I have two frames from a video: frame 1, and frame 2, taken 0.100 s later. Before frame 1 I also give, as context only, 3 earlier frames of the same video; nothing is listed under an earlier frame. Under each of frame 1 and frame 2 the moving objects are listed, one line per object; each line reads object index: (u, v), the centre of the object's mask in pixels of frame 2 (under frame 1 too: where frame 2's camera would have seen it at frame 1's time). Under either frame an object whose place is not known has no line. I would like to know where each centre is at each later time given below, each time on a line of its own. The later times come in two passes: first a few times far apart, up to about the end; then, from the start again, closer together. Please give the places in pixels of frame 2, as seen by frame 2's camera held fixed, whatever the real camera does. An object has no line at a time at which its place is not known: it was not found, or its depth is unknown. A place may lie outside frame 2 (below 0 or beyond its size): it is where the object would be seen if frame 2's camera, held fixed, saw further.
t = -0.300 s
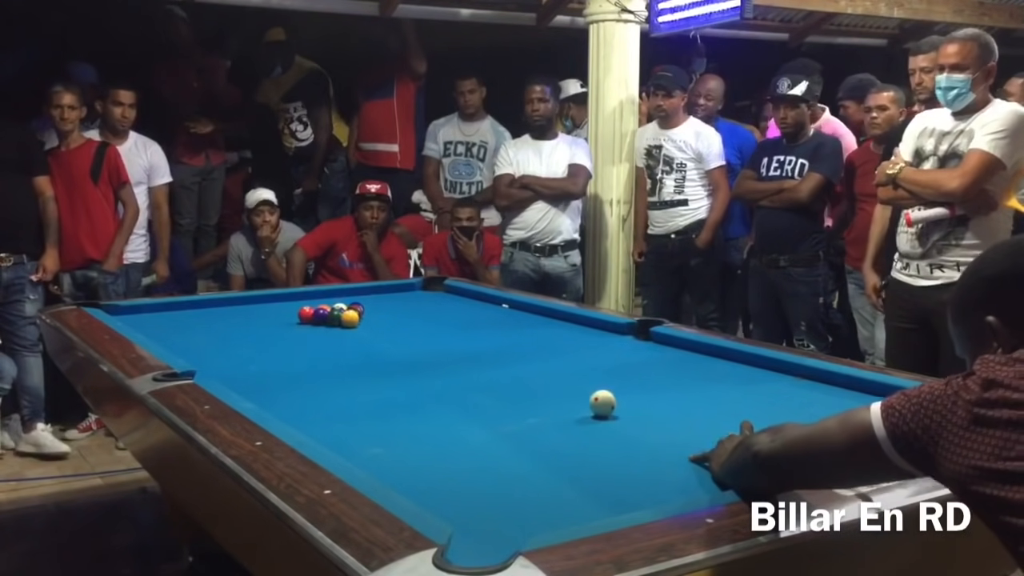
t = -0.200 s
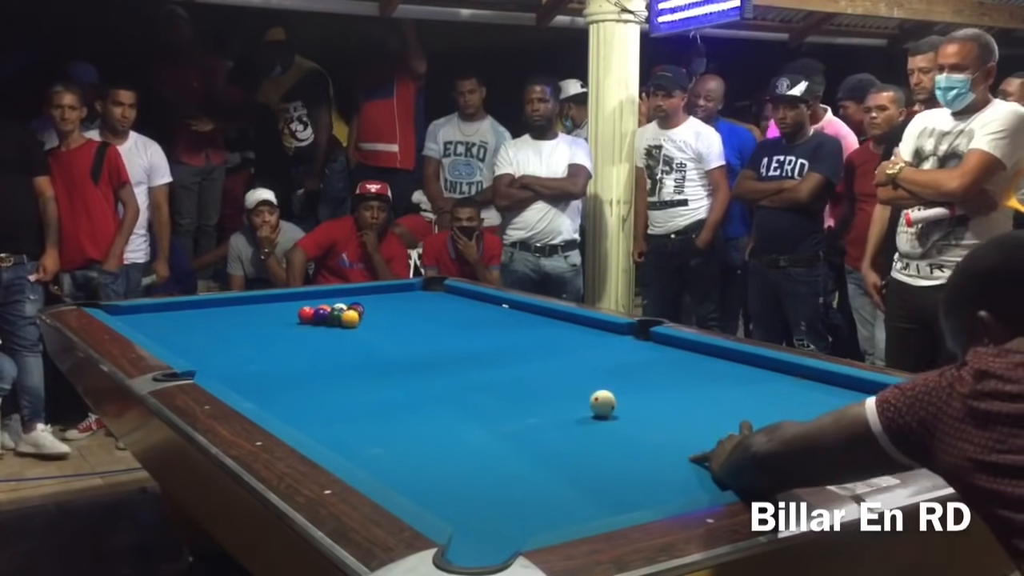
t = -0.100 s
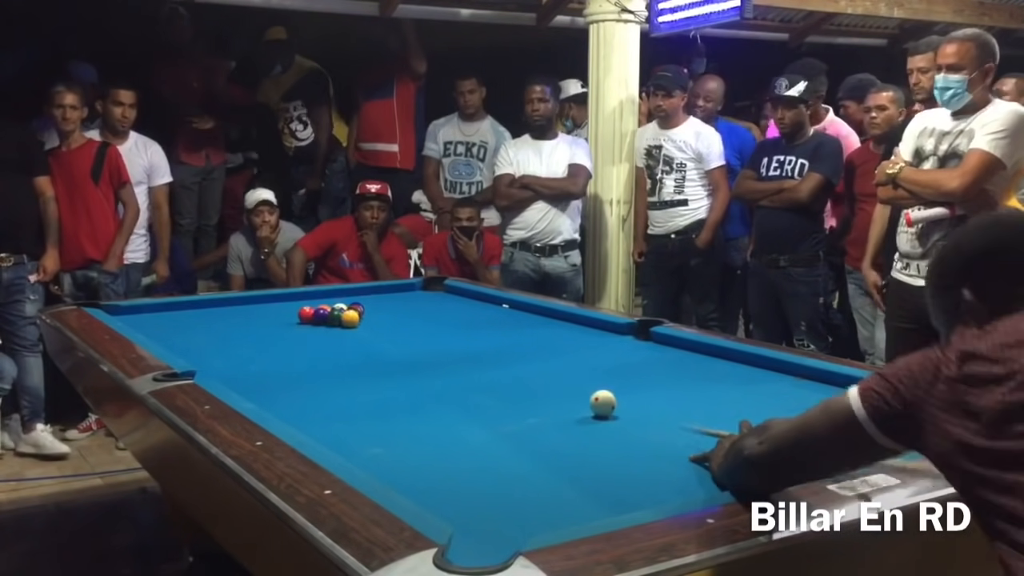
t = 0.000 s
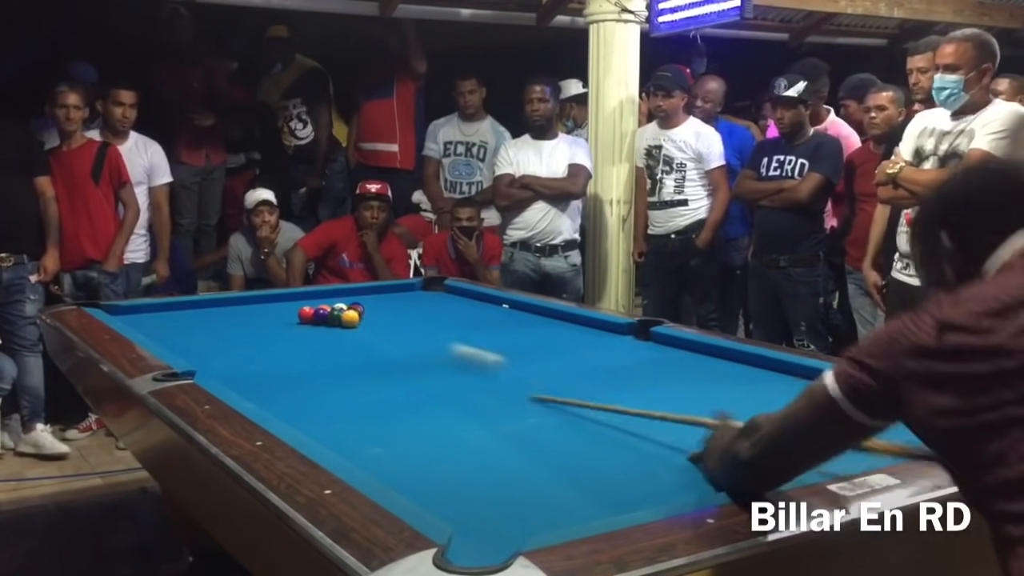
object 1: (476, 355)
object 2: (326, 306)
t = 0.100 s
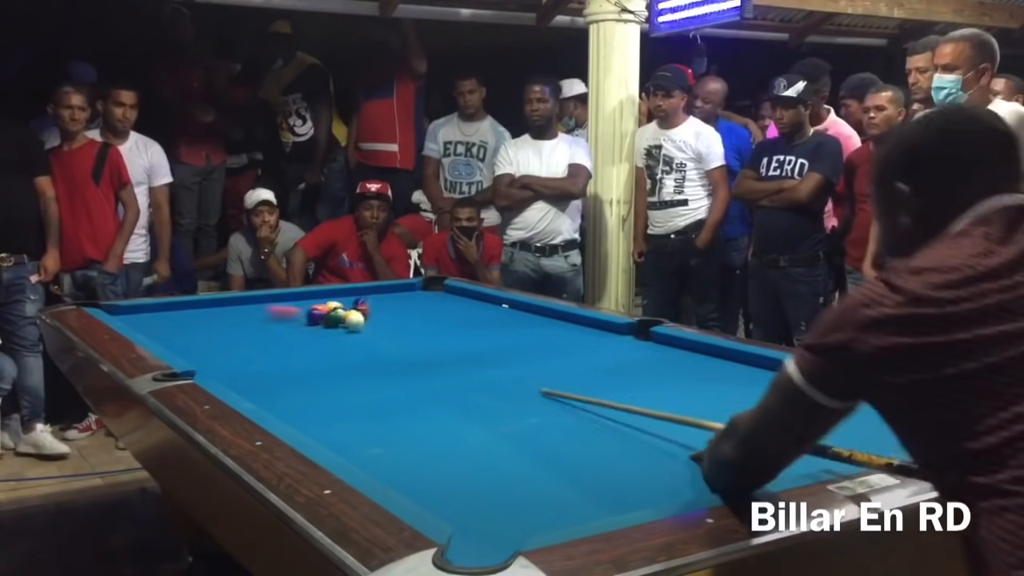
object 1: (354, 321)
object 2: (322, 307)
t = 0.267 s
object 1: (356, 335)
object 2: (294, 306)
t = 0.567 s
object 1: (365, 361)
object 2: (252, 303)
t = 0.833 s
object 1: (375, 389)
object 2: (234, 302)
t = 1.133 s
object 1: (388, 430)
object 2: (236, 307)
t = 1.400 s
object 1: (405, 477)
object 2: (240, 312)
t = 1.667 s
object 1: (476, 515)
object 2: (242, 317)
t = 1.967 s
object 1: (532, 518)
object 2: (245, 323)
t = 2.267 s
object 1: (525, 492)
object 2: (248, 328)
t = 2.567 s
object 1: (517, 469)
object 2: (251, 334)
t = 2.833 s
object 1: (512, 452)
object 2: (254, 337)
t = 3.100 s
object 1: (507, 438)
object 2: (257, 342)
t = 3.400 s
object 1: (502, 425)
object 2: (260, 346)
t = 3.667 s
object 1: (497, 415)
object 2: (263, 349)
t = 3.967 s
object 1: (493, 406)
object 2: (265, 352)
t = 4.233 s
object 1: (490, 399)
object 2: (267, 354)
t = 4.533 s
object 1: (487, 392)
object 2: (268, 356)
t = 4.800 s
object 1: (485, 387)
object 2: (269, 357)
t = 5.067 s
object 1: (482, 383)
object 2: (270, 358)
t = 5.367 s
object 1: (479, 379)
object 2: (270, 358)
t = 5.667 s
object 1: (477, 376)
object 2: (270, 358)
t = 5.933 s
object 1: (475, 374)
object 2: (270, 358)
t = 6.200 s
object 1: (473, 373)
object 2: (270, 358)
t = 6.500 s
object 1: (471, 373)
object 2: (270, 358)
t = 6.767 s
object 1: (470, 373)
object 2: (270, 358)
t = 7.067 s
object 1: (469, 372)
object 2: (270, 358)
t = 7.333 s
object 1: (469, 372)
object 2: (270, 358)
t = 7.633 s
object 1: (469, 372)
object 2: (270, 358)
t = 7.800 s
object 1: (464, 372)
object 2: (270, 358)
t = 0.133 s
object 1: (354, 325)
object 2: (315, 307)
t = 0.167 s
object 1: (354, 328)
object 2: (310, 307)
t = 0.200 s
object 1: (355, 330)
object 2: (304, 307)
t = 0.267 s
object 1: (356, 335)
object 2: (294, 306)
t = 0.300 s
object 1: (357, 338)
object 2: (289, 306)
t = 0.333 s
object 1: (358, 341)
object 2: (284, 306)
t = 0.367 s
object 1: (359, 343)
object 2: (279, 306)
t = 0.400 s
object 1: (360, 346)
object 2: (274, 305)
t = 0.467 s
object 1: (361, 352)
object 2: (265, 304)
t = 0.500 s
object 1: (363, 355)
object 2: (260, 304)
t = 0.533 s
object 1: (364, 358)
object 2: (256, 303)
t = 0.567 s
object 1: (365, 361)
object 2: (252, 303)
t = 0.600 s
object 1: (366, 364)
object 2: (247, 302)
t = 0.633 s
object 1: (367, 367)
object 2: (243, 302)
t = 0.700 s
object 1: (370, 374)
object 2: (235, 300)
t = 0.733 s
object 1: (371, 378)
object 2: (234, 300)
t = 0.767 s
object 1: (372, 381)
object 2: (233, 300)
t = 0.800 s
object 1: (373, 385)
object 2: (233, 301)
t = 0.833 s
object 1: (375, 389)
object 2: (234, 302)
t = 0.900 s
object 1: (377, 397)
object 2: (234, 303)
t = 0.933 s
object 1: (379, 401)
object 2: (235, 303)
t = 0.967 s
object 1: (380, 406)
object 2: (235, 304)
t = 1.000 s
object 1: (382, 410)
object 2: (235, 305)
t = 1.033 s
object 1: (383, 415)
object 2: (235, 305)
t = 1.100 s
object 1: (387, 425)
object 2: (236, 307)
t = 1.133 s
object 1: (388, 430)
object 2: (236, 307)
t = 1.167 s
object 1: (390, 435)
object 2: (237, 308)
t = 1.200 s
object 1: (392, 441)
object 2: (237, 309)
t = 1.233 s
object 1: (394, 446)
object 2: (238, 309)
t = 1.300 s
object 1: (399, 457)
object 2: (238, 310)
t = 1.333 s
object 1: (401, 465)
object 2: (239, 311)
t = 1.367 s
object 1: (403, 471)
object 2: (239, 312)
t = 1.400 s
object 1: (405, 477)
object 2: (240, 312)
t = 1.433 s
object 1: (408, 483)
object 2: (240, 312)
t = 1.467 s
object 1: (412, 488)
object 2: (240, 313)
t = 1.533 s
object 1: (430, 498)
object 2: (241, 315)
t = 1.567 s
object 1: (441, 502)
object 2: (241, 315)
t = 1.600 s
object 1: (453, 507)
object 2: (241, 316)
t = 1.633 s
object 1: (464, 512)
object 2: (242, 317)
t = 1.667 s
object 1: (476, 515)
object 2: (242, 317)
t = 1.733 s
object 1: (502, 523)
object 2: (243, 318)
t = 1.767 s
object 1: (514, 526)
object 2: (243, 319)
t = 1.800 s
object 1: (526, 528)
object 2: (243, 320)
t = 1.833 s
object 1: (534, 527)
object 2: (244, 320)
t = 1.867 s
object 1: (534, 526)
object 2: (244, 321)
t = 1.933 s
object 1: (533, 521)
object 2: (245, 322)
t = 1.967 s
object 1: (532, 518)
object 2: (245, 323)
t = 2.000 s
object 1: (532, 516)
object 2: (245, 323)
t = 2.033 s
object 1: (531, 513)
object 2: (246, 324)
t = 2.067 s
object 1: (530, 510)
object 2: (246, 325)
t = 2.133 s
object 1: (528, 503)
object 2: (246, 326)
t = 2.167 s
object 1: (527, 500)
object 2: (247, 326)
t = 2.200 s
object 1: (526, 497)
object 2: (247, 327)
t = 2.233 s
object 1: (526, 494)
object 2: (248, 328)
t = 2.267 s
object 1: (525, 492)
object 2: (248, 328)
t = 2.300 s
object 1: (524, 489)
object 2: (248, 329)
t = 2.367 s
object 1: (522, 483)
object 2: (249, 330)
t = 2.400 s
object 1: (521, 481)
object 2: (250, 330)
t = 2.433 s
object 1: (521, 479)
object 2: (250, 331)
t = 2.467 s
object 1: (520, 476)
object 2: (250, 332)
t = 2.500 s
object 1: (519, 474)
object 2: (250, 332)
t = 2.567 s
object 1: (517, 469)
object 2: (251, 334)
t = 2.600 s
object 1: (516, 467)
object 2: (252, 334)
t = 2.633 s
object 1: (516, 464)
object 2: (252, 335)
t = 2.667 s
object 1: (515, 463)
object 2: (253, 335)
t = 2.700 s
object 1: (515, 460)
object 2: (253, 336)
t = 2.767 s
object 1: (513, 456)
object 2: (254, 336)
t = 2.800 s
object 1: (513, 454)
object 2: (254, 337)
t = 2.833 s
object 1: (512, 452)
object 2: (254, 337)
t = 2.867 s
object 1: (511, 451)
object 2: (255, 338)
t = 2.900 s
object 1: (511, 449)
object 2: (255, 339)
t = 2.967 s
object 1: (509, 445)
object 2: (256, 340)
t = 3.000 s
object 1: (509, 444)
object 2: (256, 340)
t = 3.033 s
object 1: (508, 442)
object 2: (257, 341)
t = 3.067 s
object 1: (508, 440)
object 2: (257, 341)
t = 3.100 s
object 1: (507, 438)
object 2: (257, 342)
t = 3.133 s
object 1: (506, 436)
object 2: (258, 342)
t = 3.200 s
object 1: (505, 434)
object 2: (258, 343)
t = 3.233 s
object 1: (505, 432)
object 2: (259, 343)
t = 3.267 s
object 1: (504, 431)
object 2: (259, 344)
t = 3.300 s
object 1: (503, 429)
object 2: (259, 344)
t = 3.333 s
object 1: (503, 428)
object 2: (260, 345)
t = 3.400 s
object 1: (502, 425)
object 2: (260, 346)
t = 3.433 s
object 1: (501, 424)
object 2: (260, 346)
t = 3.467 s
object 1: (501, 423)
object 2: (261, 347)
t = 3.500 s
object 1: (500, 421)
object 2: (261, 347)
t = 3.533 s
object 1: (499, 420)
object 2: (261, 347)
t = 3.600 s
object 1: (498, 418)
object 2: (262, 348)
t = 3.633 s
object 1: (498, 417)
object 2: (262, 349)
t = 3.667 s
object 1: (497, 415)
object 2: (263, 349)
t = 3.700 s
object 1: (497, 414)
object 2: (263, 349)
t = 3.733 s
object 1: (497, 413)
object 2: (263, 350)
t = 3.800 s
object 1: (495, 411)
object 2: (264, 350)
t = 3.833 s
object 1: (495, 410)
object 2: (264, 351)
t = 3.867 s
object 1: (494, 409)
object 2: (264, 351)
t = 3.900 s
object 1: (494, 408)
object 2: (264, 352)
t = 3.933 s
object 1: (494, 407)
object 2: (265, 352)
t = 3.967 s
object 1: (493, 406)
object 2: (265, 352)
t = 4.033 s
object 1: (493, 404)
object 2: (265, 352)
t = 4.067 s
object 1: (492, 404)
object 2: (266, 353)
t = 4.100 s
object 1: (492, 403)
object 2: (266, 353)
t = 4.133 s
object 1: (491, 401)
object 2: (266, 353)
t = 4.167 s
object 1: (491, 401)
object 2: (266, 354)
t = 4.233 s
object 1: (490, 399)
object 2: (267, 354)
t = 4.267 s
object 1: (490, 399)
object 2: (267, 354)
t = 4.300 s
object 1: (489, 397)
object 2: (267, 355)
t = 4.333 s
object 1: (489, 396)
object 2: (267, 355)
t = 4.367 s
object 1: (489, 396)
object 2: (267, 355)
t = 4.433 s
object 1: (488, 394)
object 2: (268, 355)
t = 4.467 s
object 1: (488, 393)
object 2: (268, 355)
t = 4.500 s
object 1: (488, 393)
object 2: (268, 356)
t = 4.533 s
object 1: (487, 392)
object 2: (268, 356)
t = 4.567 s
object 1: (487, 391)
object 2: (268, 356)
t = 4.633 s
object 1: (486, 390)
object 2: (269, 357)
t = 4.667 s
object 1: (486, 389)
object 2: (269, 357)
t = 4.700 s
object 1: (486, 389)
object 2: (269, 357)
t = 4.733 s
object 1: (485, 388)
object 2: (269, 357)
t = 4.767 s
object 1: (485, 388)
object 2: (269, 357)
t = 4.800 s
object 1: (485, 387)
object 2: (269, 357)
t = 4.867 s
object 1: (484, 386)
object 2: (269, 357)
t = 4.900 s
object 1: (484, 385)
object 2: (269, 357)
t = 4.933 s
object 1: (483, 384)
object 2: (269, 358)
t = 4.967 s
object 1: (483, 384)
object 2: (269, 358)
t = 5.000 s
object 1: (483, 384)
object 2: (270, 357)
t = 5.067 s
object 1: (482, 383)
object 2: (270, 358)
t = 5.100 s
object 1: (482, 382)
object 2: (270, 358)
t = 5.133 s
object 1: (482, 382)
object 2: (270, 358)
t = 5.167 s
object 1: (481, 381)
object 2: (270, 358)
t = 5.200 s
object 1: (481, 381)
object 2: (270, 358)
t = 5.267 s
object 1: (480, 380)
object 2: (270, 358)
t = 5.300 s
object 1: (480, 380)
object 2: (271, 358)
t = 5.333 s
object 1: (479, 379)
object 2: (270, 358)
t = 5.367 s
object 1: (479, 379)
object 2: (270, 358)
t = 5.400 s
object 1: (479, 378)
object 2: (270, 358)
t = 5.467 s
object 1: (478, 378)
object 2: (271, 358)
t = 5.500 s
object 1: (478, 378)
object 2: (270, 358)
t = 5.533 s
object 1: (478, 377)
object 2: (270, 358)
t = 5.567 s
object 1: (478, 377)
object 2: (271, 358)
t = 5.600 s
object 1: (477, 377)
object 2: (270, 358)
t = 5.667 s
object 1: (477, 376)
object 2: (270, 358)
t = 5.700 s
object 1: (477, 376)
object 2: (270, 358)
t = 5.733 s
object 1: (477, 376)
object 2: (270, 358)
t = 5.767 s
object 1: (476, 375)
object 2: (270, 358)
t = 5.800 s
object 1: (476, 375)
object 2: (270, 358)
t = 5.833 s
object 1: (476, 375)
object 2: (270, 358)
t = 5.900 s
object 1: (475, 374)
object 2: (270, 358)
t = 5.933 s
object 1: (475, 374)
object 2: (270, 358)
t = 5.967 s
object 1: (474, 374)
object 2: (270, 358)
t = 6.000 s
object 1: (474, 374)
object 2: (270, 358)
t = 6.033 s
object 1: (474, 374)
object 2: (270, 358)
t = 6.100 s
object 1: (474, 374)
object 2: (270, 358)
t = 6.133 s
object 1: (473, 374)
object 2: (270, 358)
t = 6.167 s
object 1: (473, 373)
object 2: (270, 358)
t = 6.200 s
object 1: (473, 373)
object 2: (270, 358)
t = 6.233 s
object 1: (473, 373)
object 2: (270, 358)
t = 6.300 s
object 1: (472, 373)
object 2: (270, 358)
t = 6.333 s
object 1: (472, 373)
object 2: (270, 358)
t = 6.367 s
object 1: (471, 373)
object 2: (270, 358)
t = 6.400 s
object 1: (471, 373)
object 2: (270, 358)
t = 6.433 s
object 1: (471, 373)
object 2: (270, 358)
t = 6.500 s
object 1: (471, 373)
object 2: (270, 358)
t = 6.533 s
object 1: (471, 373)
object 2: (270, 358)
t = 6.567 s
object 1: (471, 373)
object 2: (270, 358)
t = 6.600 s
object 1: (471, 373)
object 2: (270, 358)
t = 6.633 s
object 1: (471, 373)
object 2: (270, 358)
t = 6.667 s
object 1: (471, 373)
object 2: (270, 358)
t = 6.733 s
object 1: (470, 373)
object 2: (270, 358)
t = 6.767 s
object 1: (470, 373)
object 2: (270, 358)
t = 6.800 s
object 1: (470, 372)
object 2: (270, 358)
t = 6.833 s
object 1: (470, 372)
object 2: (270, 358)
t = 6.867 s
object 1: (470, 372)
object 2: (270, 358)
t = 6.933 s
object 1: (470, 372)
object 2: (270, 358)
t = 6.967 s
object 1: (470, 372)
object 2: (270, 358)
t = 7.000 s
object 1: (469, 372)
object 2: (270, 358)
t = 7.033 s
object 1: (469, 372)
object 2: (270, 358)
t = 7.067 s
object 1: (469, 372)
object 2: (270, 358)
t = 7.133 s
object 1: (469, 372)
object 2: (270, 358)
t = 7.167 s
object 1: (469, 372)
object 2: (270, 358)
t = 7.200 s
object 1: (470, 372)
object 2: (270, 358)
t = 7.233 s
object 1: (469, 372)
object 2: (270, 358)
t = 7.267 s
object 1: (469, 372)
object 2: (270, 358)
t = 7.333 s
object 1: (469, 372)
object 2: (270, 358)
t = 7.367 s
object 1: (469, 372)
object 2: (270, 358)
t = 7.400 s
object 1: (469, 372)
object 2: (270, 358)
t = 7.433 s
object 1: (469, 372)
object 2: (270, 358)
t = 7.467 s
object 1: (470, 372)
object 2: (270, 358)
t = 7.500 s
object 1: (470, 372)
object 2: (270, 358)
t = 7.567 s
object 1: (470, 372)
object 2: (270, 358)
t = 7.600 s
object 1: (469, 372)
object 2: (270, 358)
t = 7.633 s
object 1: (469, 372)
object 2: (270, 358)
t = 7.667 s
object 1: (469, 372)
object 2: (270, 358)
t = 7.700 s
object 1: (469, 372)
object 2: (270, 358)
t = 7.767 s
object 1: (467, 372)
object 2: (270, 358)
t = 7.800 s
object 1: (464, 372)
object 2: (270, 358)
